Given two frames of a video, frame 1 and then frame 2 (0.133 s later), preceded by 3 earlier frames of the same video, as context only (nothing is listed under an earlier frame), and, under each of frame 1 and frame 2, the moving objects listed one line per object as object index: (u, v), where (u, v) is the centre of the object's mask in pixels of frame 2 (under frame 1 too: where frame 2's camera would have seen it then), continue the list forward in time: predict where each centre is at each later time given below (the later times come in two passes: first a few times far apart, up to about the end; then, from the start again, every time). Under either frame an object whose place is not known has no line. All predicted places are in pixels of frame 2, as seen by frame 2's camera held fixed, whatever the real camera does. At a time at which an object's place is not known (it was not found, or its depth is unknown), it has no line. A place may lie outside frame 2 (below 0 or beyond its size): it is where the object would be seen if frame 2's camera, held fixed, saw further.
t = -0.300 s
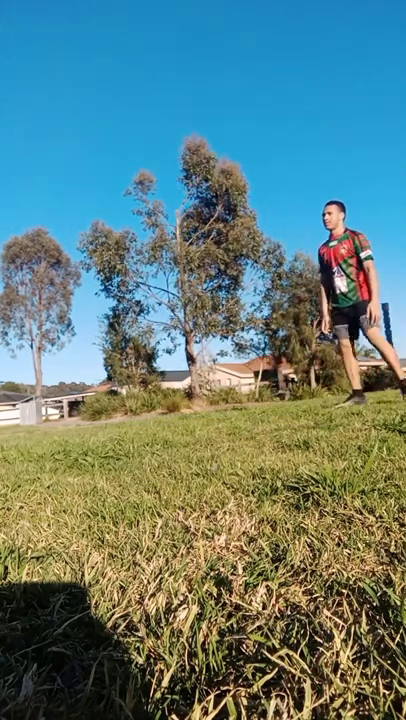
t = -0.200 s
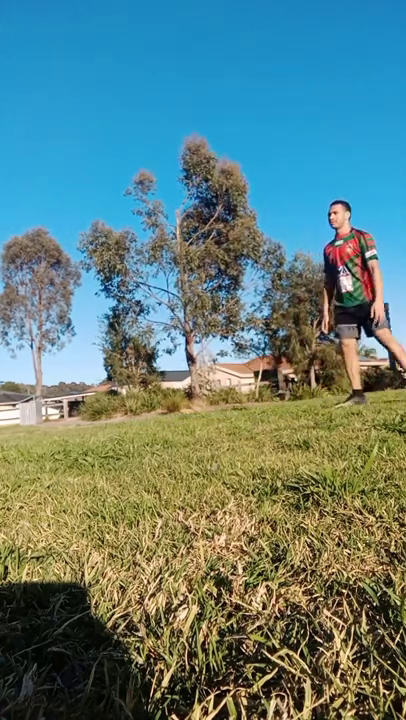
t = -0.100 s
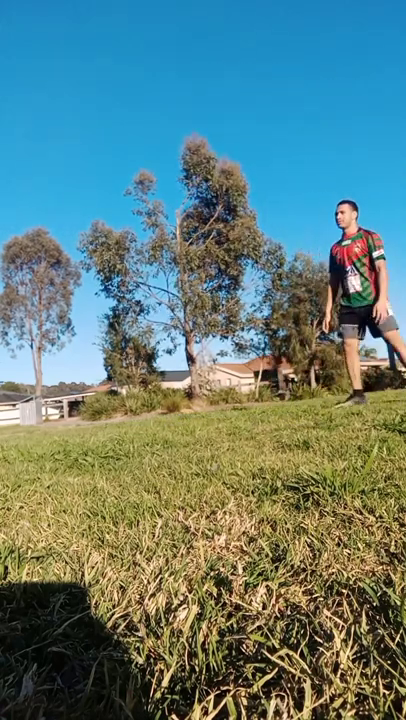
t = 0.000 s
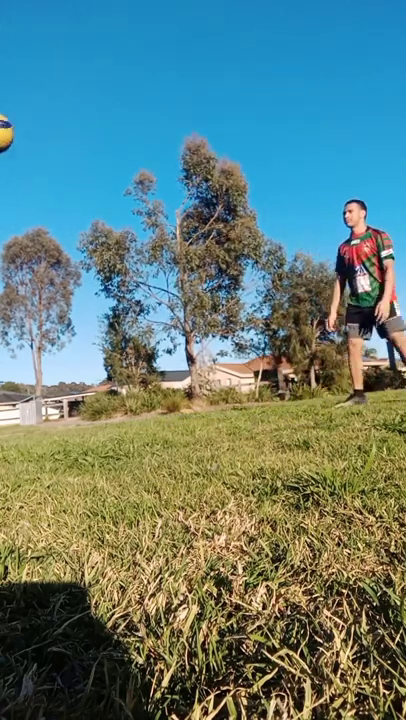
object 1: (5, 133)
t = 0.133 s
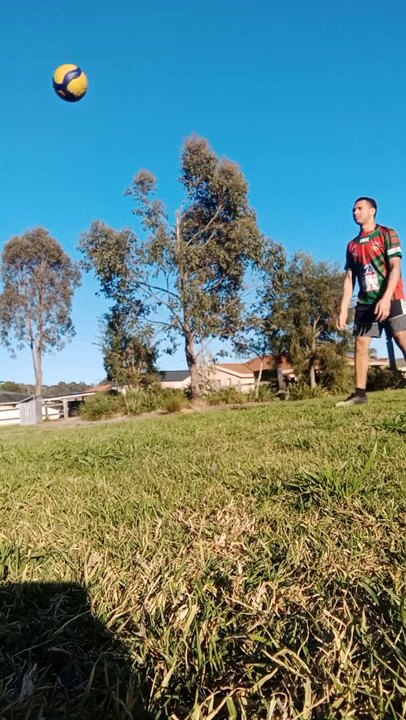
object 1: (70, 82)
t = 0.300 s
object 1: (148, 68)
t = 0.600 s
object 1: (256, 125)
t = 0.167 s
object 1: (87, 76)
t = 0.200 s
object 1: (103, 71)
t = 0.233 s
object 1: (118, 68)
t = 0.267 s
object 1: (133, 67)
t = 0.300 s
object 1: (148, 68)
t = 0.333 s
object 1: (161, 69)
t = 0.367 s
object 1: (175, 72)
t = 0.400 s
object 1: (187, 77)
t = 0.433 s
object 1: (199, 82)
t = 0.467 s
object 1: (211, 89)
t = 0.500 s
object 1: (223, 97)
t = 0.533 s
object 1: (234, 105)
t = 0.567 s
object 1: (245, 115)
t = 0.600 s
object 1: (256, 125)
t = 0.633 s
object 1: (266, 137)
